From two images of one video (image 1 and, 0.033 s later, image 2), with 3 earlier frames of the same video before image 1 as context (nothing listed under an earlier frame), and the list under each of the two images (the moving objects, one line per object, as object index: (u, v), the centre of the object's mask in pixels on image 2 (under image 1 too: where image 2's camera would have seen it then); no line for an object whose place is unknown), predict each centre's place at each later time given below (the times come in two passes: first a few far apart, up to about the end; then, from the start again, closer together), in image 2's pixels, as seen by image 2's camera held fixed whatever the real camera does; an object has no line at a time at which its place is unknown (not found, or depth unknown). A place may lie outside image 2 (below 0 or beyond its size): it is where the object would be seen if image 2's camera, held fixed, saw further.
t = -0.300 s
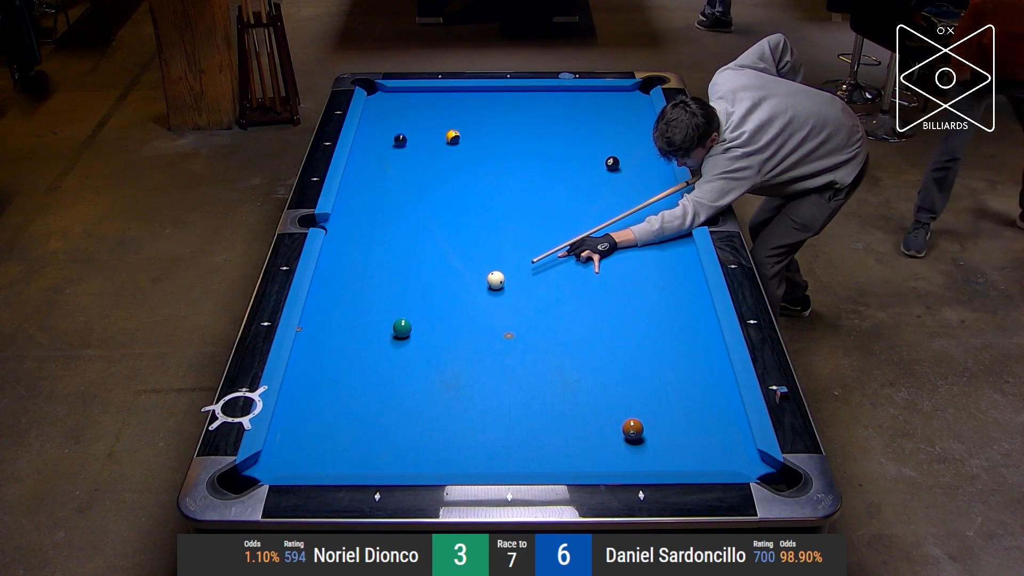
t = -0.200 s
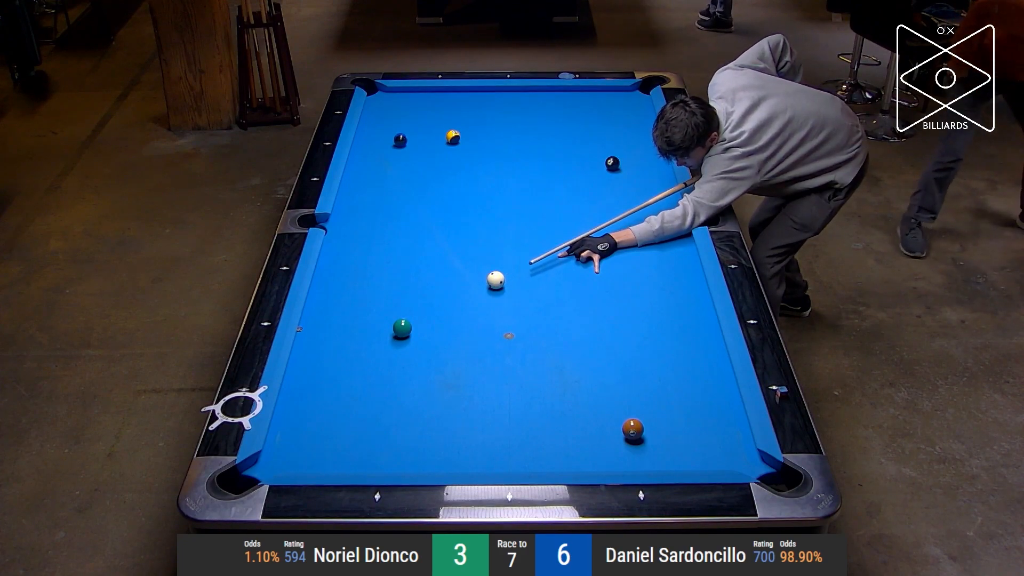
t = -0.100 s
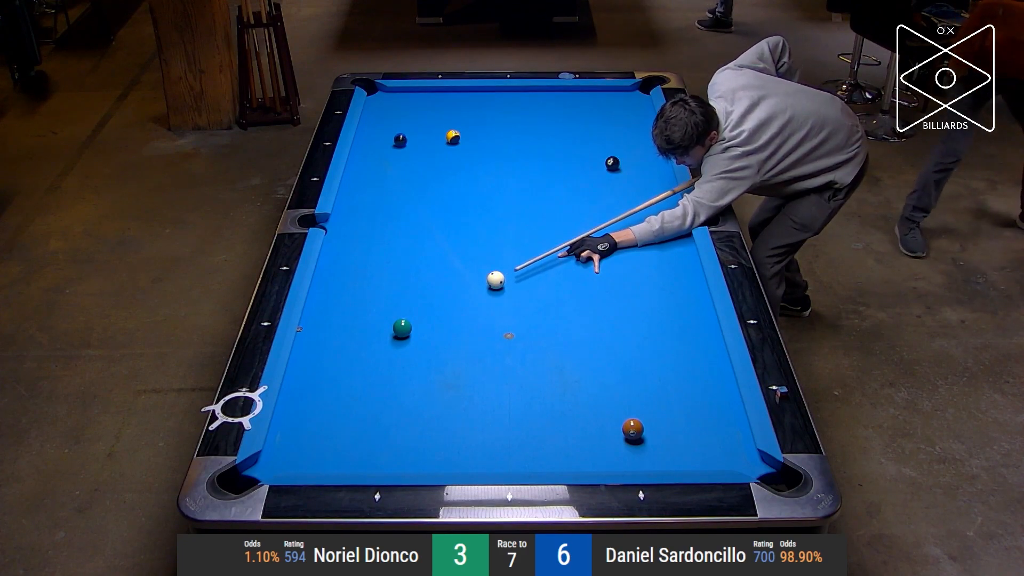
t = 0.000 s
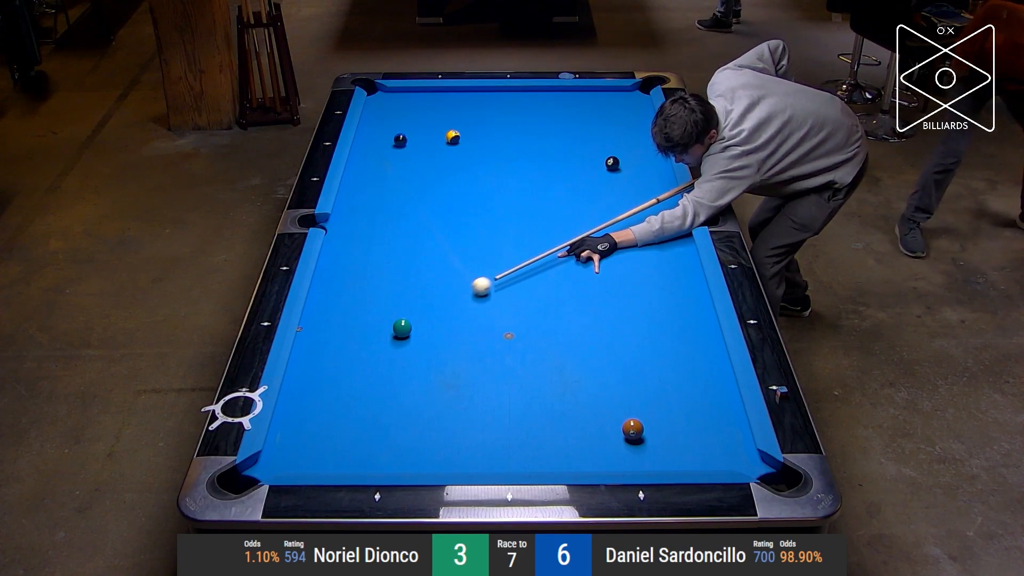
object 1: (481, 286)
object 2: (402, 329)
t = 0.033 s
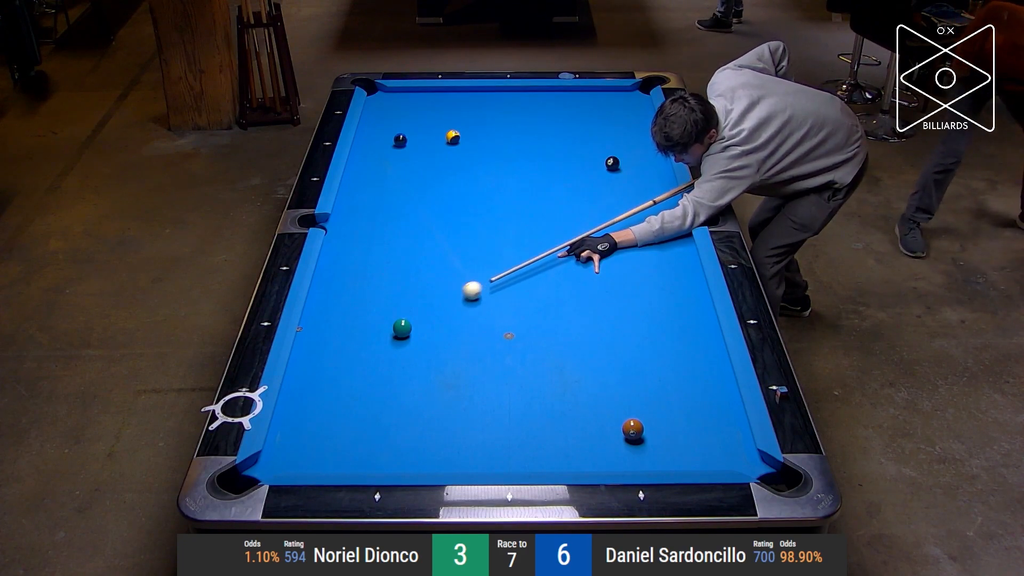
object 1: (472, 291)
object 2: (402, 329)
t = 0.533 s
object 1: (371, 318)
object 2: (374, 358)
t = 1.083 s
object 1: (320, 320)
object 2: (318, 417)
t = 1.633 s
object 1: (366, 320)
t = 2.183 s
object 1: (405, 321)
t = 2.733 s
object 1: (435, 322)
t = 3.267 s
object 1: (457, 322)
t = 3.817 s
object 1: (472, 321)
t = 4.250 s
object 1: (479, 320)
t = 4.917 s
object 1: (481, 320)
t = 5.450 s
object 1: (481, 320)
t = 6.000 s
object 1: (481, 320)
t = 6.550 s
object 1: (481, 320)
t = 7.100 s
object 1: (481, 320)
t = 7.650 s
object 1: (481, 320)
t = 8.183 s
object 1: (481, 320)
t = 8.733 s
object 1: (481, 320)
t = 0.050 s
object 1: (468, 293)
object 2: (402, 329)
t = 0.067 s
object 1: (463, 295)
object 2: (402, 329)
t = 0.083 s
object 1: (459, 297)
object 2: (402, 329)
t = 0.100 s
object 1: (455, 298)
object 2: (402, 329)
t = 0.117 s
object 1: (450, 300)
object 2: (402, 329)
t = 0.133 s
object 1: (446, 302)
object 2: (402, 329)
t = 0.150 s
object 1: (442, 304)
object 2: (402, 329)
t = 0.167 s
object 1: (437, 306)
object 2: (402, 329)
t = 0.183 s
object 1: (433, 308)
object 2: (402, 329)
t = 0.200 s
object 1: (429, 310)
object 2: (402, 328)
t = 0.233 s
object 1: (420, 314)
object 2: (402, 329)
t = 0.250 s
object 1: (416, 315)
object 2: (402, 329)
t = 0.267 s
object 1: (412, 316)
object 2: (402, 329)
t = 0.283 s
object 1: (409, 317)
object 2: (400, 331)
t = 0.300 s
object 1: (407, 317)
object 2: (398, 333)
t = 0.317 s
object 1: (404, 317)
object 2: (395, 335)
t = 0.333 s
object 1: (402, 317)
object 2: (393, 337)
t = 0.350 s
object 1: (399, 317)
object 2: (392, 339)
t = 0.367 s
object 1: (396, 317)
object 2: (390, 341)
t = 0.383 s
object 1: (394, 317)
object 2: (388, 343)
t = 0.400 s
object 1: (391, 317)
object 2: (387, 345)
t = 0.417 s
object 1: (388, 317)
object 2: (385, 346)
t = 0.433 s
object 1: (386, 317)
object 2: (383, 348)
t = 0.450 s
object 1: (383, 317)
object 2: (382, 350)
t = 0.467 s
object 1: (381, 317)
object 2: (380, 352)
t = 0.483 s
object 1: (378, 318)
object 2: (378, 353)
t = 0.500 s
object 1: (376, 318)
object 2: (377, 355)
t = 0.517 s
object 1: (373, 318)
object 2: (375, 357)
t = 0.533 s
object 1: (371, 318)
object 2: (374, 358)
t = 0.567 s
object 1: (366, 318)
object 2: (370, 362)
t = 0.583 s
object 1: (363, 318)
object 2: (368, 364)
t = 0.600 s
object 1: (360, 318)
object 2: (367, 366)
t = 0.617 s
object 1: (358, 318)
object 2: (365, 367)
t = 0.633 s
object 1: (355, 318)
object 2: (364, 369)
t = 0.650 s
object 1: (353, 318)
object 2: (362, 371)
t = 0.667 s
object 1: (351, 318)
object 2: (360, 373)
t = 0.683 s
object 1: (348, 318)
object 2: (359, 374)
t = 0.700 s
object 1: (346, 319)
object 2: (357, 376)
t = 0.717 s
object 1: (343, 319)
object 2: (355, 378)
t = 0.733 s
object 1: (341, 319)
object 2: (354, 380)
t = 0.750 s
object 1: (338, 319)
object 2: (352, 381)
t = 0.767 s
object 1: (336, 319)
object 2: (350, 383)
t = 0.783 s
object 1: (333, 319)
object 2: (349, 385)
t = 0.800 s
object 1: (331, 319)
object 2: (347, 386)
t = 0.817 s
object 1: (329, 319)
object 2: (345, 388)
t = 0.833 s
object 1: (326, 319)
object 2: (344, 389)
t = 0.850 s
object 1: (324, 319)
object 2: (342, 391)
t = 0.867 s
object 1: (321, 319)
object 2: (340, 393)
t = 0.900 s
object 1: (317, 320)
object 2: (337, 397)
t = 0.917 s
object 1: (314, 320)
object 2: (335, 399)
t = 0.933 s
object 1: (312, 320)
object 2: (333, 401)
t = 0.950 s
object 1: (310, 320)
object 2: (332, 402)
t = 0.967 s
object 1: (310, 320)
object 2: (330, 404)
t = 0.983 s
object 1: (311, 320)
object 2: (328, 406)
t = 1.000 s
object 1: (313, 320)
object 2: (326, 408)
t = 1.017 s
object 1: (314, 320)
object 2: (325, 409)
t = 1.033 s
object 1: (316, 320)
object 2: (323, 411)
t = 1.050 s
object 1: (318, 320)
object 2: (321, 413)
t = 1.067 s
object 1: (319, 320)
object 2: (320, 415)
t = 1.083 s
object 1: (320, 320)
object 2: (318, 417)
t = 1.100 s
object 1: (322, 320)
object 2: (316, 419)
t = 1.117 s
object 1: (323, 320)
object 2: (314, 420)
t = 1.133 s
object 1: (325, 320)
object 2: (313, 422)
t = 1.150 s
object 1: (326, 320)
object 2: (311, 424)
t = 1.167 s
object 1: (328, 320)
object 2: (309, 426)
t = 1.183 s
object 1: (329, 320)
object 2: (307, 428)
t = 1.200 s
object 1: (331, 320)
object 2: (306, 429)
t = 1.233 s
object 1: (334, 320)
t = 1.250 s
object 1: (335, 320)
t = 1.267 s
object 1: (337, 320)
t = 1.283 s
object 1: (338, 320)
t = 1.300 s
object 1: (340, 320)
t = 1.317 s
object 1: (341, 320)
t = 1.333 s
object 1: (342, 320)
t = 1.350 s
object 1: (344, 320)
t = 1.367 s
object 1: (345, 320)
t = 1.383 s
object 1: (347, 320)
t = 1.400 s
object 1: (348, 320)
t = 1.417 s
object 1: (349, 320)
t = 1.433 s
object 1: (351, 320)
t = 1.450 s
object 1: (352, 320)
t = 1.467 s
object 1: (353, 320)
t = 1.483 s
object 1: (355, 320)
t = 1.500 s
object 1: (356, 320)
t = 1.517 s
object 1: (357, 320)
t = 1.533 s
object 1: (359, 320)
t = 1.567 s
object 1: (361, 320)
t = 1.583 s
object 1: (362, 320)
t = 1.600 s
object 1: (364, 320)
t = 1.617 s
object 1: (365, 320)
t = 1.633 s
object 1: (366, 320)
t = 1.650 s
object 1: (368, 320)
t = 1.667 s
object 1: (369, 320)
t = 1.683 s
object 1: (370, 320)
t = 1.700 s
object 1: (371, 320)
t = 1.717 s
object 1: (373, 320)
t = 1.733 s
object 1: (374, 320)
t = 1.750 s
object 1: (375, 320)
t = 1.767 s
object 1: (376, 320)
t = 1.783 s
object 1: (377, 321)
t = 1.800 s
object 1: (379, 321)
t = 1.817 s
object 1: (380, 321)
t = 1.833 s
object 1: (381, 321)
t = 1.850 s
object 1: (382, 321)
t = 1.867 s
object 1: (383, 321)
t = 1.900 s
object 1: (386, 321)
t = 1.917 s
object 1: (387, 321)
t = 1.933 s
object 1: (388, 321)
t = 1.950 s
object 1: (389, 321)
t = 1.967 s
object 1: (390, 321)
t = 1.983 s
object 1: (391, 321)
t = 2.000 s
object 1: (393, 321)
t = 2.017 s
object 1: (394, 321)
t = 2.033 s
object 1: (395, 321)
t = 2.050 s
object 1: (396, 321)
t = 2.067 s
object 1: (397, 321)
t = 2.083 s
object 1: (398, 321)
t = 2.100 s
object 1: (399, 321)
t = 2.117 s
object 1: (400, 321)
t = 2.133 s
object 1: (401, 321)
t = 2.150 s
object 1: (403, 321)
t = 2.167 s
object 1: (404, 321)
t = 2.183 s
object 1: (405, 321)
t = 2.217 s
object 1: (407, 321)
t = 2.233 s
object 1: (408, 321)
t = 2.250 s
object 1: (409, 321)
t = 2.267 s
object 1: (410, 321)
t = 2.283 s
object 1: (411, 321)
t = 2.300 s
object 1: (412, 321)
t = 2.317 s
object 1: (413, 321)
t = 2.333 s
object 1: (414, 321)
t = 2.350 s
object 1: (415, 321)
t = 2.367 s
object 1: (416, 321)
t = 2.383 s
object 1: (417, 321)
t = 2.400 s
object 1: (418, 321)
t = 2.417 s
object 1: (418, 321)
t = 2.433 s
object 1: (419, 321)
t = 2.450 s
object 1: (420, 321)
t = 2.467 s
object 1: (421, 321)
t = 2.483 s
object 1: (422, 322)
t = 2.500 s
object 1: (423, 322)
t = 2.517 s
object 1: (424, 322)
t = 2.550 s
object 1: (426, 322)
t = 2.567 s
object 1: (427, 322)
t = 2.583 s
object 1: (428, 322)
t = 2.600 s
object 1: (429, 322)
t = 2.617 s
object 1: (429, 322)
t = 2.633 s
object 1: (430, 322)
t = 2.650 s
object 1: (431, 322)
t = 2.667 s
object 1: (432, 322)
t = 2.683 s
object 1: (433, 322)
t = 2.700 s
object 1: (434, 322)
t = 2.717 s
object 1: (434, 322)
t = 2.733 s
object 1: (435, 322)
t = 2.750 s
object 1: (436, 322)
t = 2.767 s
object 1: (437, 322)
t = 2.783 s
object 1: (438, 322)
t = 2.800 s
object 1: (438, 322)
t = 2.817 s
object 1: (439, 322)
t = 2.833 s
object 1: (440, 322)
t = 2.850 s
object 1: (441, 322)
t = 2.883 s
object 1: (442, 322)
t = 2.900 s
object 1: (443, 322)
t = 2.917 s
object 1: (443, 322)
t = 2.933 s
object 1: (444, 322)
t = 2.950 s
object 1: (445, 322)
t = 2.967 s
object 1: (445, 322)
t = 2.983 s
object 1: (446, 322)
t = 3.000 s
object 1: (447, 322)
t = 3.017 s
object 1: (447, 322)
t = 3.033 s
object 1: (448, 322)
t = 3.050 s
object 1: (449, 322)
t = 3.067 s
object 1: (449, 322)
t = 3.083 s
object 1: (450, 322)
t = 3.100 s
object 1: (451, 322)
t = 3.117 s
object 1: (451, 322)
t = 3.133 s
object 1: (452, 322)
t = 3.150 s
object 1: (453, 322)
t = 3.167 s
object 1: (453, 322)
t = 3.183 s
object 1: (454, 322)
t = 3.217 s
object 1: (455, 322)
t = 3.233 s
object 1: (456, 322)
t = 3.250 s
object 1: (456, 322)
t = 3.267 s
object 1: (457, 322)
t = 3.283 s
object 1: (458, 322)
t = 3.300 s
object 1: (458, 322)
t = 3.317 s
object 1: (459, 322)
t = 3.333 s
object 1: (459, 322)
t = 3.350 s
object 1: (460, 322)
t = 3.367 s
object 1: (460, 322)
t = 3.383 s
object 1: (461, 321)
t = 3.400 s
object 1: (462, 321)
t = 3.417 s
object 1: (462, 321)
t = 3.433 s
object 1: (463, 321)
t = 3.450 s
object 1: (463, 321)
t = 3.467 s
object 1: (464, 321)
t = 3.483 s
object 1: (464, 321)
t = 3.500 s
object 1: (465, 321)
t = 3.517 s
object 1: (465, 321)
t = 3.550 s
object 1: (466, 321)
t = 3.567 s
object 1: (467, 321)
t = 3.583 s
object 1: (467, 321)
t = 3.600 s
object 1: (467, 321)
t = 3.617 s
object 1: (468, 321)
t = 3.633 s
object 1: (468, 321)
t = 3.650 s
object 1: (469, 321)
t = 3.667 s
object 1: (469, 321)
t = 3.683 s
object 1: (470, 321)
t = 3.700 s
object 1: (470, 321)
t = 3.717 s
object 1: (470, 321)
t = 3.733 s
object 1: (471, 321)
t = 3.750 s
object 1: (471, 321)
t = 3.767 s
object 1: (471, 321)
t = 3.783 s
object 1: (472, 321)
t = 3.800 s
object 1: (472, 321)
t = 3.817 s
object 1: (472, 321)
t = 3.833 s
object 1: (473, 321)
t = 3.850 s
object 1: (473, 321)
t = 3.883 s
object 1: (474, 321)
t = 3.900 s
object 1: (474, 321)
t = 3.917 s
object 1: (474, 321)
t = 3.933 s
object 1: (475, 321)
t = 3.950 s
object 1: (475, 321)
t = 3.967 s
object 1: (475, 321)
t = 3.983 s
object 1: (475, 321)
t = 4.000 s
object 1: (476, 321)
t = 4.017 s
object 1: (476, 321)
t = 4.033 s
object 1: (476, 321)
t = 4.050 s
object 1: (476, 321)
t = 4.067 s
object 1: (476, 321)
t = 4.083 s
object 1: (477, 320)
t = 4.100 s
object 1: (477, 321)
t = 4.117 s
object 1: (477, 320)
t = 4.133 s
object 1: (477, 320)
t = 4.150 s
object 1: (478, 320)
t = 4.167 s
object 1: (478, 320)
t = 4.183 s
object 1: (478, 321)
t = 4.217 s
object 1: (478, 320)
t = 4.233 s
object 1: (479, 320)
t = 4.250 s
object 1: (479, 320)
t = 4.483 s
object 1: (482, 317)
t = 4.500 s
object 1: (482, 317)
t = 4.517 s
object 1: (482, 319)
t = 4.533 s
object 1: (481, 320)
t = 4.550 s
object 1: (481, 320)
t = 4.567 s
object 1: (481, 320)
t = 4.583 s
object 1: (481, 320)
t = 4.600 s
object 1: (481, 320)
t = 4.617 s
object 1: (481, 320)
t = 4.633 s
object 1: (481, 320)
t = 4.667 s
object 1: (481, 320)
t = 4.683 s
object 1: (481, 320)
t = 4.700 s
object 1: (481, 320)
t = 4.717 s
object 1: (481, 320)
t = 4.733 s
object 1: (481, 320)
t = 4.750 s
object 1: (481, 320)
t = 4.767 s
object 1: (481, 320)
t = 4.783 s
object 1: (481, 320)
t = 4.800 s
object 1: (481, 320)
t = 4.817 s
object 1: (481, 320)
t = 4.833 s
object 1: (481, 320)
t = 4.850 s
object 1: (481, 320)
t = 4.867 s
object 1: (481, 320)
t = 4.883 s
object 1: (481, 320)
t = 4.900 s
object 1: (481, 320)
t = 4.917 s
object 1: (481, 320)
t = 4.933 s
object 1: (481, 320)
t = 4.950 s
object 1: (481, 320)
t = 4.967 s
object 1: (481, 320)
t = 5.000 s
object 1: (481, 320)
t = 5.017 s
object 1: (481, 320)
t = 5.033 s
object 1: (481, 320)
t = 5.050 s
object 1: (481, 320)
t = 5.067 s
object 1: (481, 320)
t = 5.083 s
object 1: (481, 320)
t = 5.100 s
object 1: (481, 320)
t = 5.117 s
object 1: (481, 320)
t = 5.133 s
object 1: (481, 320)
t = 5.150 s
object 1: (481, 320)
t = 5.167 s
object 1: (481, 320)
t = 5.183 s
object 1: (481, 320)
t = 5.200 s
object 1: (481, 320)
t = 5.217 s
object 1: (481, 320)
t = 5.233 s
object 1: (481, 320)
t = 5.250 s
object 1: (481, 320)
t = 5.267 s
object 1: (481, 320)
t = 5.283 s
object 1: (481, 320)
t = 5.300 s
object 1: (481, 320)
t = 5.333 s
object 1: (481, 320)
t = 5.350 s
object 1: (481, 320)
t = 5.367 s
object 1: (481, 320)
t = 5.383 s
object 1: (481, 320)
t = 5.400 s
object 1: (481, 320)
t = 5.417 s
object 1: (481, 320)
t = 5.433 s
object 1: (481, 320)
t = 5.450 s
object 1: (481, 320)
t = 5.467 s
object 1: (481, 320)
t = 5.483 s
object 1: (481, 320)
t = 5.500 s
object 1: (481, 320)
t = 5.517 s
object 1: (481, 320)
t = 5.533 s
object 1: (481, 320)
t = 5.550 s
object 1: (481, 320)
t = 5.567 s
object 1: (481, 320)
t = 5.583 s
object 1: (481, 320)
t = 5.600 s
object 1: (481, 320)
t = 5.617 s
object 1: (481, 320)
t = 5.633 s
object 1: (481, 320)
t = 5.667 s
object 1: (481, 320)
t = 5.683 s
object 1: (481, 320)
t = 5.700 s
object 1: (481, 320)
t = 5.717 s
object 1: (481, 320)
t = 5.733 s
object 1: (481, 320)
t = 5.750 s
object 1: (481, 320)
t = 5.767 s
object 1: (481, 320)
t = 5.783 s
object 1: (481, 320)
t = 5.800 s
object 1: (481, 320)
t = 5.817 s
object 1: (481, 320)
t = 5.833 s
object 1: (481, 320)
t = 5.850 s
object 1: (481, 320)
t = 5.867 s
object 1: (481, 320)
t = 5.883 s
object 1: (481, 320)
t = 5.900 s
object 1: (481, 320)
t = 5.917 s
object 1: (481, 320)
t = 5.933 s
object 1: (481, 320)
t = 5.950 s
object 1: (481, 320)
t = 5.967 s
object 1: (481, 320)
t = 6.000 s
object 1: (481, 320)
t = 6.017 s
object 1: (481, 320)
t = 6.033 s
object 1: (481, 320)
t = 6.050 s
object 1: (481, 320)
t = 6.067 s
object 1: (481, 320)
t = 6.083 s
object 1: (481, 320)
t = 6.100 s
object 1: (481, 320)
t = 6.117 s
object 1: (481, 320)
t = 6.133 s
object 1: (481, 320)
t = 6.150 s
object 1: (481, 320)
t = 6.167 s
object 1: (481, 320)
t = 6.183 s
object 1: (481, 320)
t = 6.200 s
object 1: (481, 320)
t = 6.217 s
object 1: (481, 320)
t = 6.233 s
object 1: (481, 320)
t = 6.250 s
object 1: (481, 320)
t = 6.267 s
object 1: (481, 320)
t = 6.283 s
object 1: (481, 320)
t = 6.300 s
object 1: (481, 320)
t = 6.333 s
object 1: (481, 320)
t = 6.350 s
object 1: (481, 320)
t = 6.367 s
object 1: (481, 320)
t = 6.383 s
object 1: (481, 320)
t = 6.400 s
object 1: (481, 320)
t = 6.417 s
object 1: (481, 320)
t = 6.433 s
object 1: (481, 320)
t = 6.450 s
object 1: (481, 320)
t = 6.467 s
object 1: (481, 320)
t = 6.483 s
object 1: (481, 320)
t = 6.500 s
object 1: (481, 320)
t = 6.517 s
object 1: (481, 320)
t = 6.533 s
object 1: (481, 320)
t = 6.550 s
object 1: (481, 320)
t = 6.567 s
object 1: (481, 320)
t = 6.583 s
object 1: (481, 320)
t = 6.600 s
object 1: (481, 320)
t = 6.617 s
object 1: (481, 320)
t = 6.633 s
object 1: (481, 320)
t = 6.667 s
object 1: (481, 320)
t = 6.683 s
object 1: (481, 320)
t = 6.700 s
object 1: (481, 320)
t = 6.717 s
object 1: (481, 320)
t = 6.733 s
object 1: (481, 320)
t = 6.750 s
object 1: (481, 320)
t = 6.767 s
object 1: (481, 320)
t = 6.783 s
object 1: (481, 320)
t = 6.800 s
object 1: (481, 320)
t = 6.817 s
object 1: (481, 320)
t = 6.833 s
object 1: (481, 320)
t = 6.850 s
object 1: (481, 320)
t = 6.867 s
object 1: (481, 320)
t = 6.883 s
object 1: (481, 320)
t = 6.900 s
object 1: (481, 320)
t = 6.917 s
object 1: (481, 320)
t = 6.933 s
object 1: (481, 320)
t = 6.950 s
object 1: (481, 320)
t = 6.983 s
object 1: (481, 320)
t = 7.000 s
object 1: (481, 320)
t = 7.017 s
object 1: (481, 320)
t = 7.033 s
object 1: (481, 320)
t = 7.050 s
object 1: (481, 320)
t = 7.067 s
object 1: (481, 320)
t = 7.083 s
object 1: (481, 320)
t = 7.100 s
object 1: (481, 320)
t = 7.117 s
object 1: (481, 320)
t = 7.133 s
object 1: (481, 320)
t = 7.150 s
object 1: (481, 320)
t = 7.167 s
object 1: (481, 320)
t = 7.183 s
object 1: (481, 320)
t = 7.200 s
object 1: (481, 320)
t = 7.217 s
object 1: (481, 320)
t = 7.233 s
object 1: (481, 320)
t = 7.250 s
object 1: (481, 320)
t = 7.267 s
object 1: (481, 320)
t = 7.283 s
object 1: (481, 320)
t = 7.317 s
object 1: (481, 320)
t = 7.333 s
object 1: (481, 320)
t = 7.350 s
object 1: (481, 320)
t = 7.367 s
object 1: (481, 320)
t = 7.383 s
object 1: (481, 320)
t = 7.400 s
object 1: (481, 320)
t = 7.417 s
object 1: (481, 320)
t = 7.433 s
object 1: (481, 320)
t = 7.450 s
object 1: (481, 320)
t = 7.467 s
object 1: (481, 320)
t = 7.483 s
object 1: (481, 320)
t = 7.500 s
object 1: (481, 320)
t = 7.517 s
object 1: (481, 320)
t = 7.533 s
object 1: (481, 320)
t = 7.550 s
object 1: (481, 320)
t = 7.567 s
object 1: (481, 320)
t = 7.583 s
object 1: (481, 320)
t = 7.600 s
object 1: (481, 320)
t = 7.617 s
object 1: (481, 320)
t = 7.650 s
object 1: (481, 320)
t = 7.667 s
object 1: (481, 320)
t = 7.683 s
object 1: (481, 320)
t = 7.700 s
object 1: (481, 320)
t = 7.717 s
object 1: (481, 320)
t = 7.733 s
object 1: (481, 320)
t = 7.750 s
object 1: (481, 320)
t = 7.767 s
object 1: (481, 320)
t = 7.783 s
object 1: (481, 320)
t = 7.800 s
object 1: (481, 320)
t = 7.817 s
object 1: (481, 320)
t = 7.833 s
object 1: (481, 320)
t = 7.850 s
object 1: (481, 320)
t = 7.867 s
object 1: (481, 320)
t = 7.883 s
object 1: (481, 320)
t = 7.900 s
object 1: (481, 320)
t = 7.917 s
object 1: (481, 320)
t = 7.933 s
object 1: (481, 320)
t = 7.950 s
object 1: (481, 320)
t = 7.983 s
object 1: (481, 320)
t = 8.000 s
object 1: (481, 320)
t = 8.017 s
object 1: (481, 320)
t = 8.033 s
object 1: (481, 320)
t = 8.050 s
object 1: (481, 320)
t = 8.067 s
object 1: (481, 320)
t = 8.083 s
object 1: (481, 320)
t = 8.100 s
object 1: (481, 320)
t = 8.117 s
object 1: (481, 320)
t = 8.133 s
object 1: (481, 320)
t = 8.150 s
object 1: (481, 320)
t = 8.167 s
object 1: (481, 320)
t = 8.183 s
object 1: (481, 320)
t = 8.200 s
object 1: (481, 320)
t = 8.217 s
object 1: (481, 320)
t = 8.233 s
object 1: (481, 320)
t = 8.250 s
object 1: (481, 320)
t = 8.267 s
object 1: (481, 320)
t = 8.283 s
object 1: (481, 320)
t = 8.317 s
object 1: (481, 320)
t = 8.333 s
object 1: (481, 320)
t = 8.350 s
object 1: (481, 320)
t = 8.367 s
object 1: (481, 320)
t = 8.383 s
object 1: (481, 320)
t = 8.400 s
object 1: (481, 320)
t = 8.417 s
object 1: (481, 320)
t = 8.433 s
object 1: (481, 320)
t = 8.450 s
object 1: (481, 320)
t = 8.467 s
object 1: (481, 320)
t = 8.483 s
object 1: (481, 320)
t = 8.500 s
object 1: (481, 320)
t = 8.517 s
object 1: (481, 320)
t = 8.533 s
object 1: (481, 320)
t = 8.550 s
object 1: (481, 320)
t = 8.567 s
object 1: (481, 320)
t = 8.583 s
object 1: (481, 320)
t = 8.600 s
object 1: (481, 320)
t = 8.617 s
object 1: (481, 320)
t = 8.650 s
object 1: (481, 320)
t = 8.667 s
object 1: (481, 320)
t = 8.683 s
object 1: (481, 320)
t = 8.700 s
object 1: (481, 320)
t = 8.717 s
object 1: (481, 320)
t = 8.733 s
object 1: (481, 320)
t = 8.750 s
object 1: (481, 320)
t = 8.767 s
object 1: (481, 320)
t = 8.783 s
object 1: (481, 320)
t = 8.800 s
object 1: (481, 320)
